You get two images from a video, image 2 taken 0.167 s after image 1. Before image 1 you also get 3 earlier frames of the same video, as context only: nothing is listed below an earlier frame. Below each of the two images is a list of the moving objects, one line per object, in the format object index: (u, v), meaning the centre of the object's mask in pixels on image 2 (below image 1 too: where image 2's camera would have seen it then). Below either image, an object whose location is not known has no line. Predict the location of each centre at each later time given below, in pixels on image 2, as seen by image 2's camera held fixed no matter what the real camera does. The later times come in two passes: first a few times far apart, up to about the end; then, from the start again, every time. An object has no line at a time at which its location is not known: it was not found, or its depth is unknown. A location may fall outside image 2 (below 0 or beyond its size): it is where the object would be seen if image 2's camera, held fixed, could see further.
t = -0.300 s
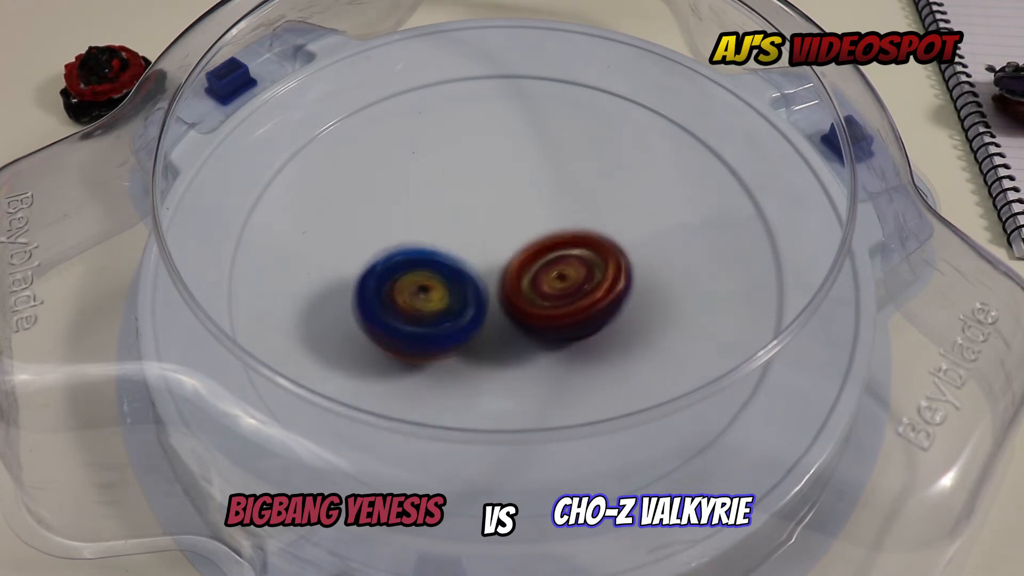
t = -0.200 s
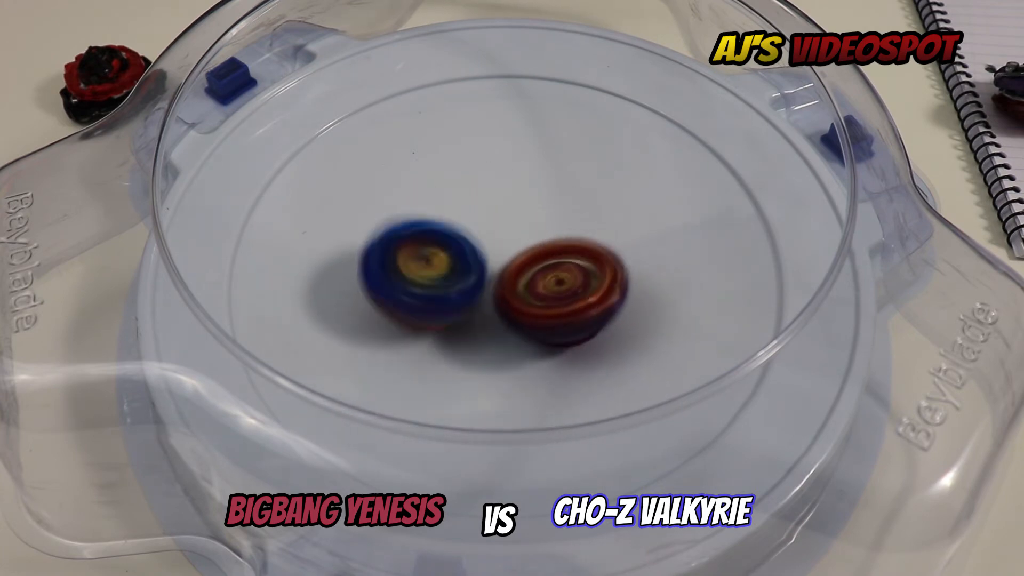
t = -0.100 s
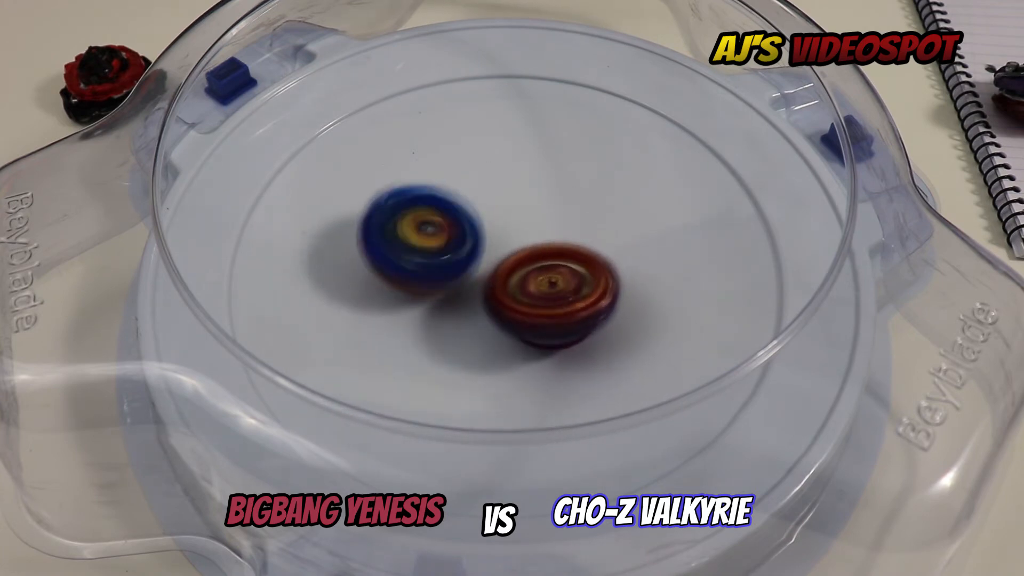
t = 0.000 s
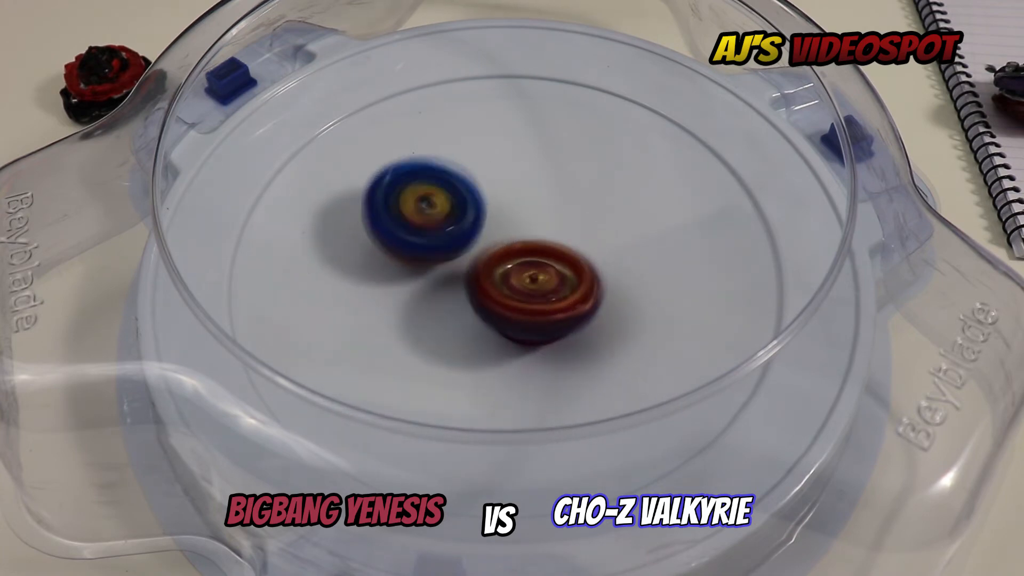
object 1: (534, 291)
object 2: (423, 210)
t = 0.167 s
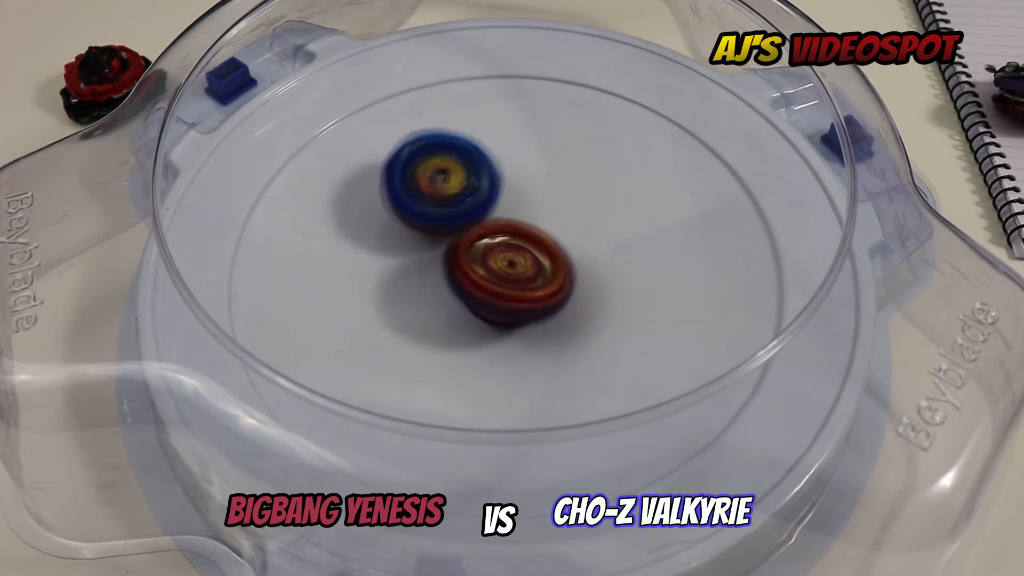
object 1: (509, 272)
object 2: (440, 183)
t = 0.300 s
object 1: (517, 310)
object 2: (453, 132)
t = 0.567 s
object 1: (529, 305)
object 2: (520, 160)
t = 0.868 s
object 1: (485, 329)
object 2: (574, 202)
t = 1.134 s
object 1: (447, 323)
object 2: (551, 201)
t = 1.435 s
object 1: (377, 308)
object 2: (674, 169)
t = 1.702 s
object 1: (478, 283)
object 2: (597, 252)
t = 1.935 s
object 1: (444, 260)
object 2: (568, 333)
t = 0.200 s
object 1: (506, 278)
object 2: (442, 170)
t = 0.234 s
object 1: (511, 292)
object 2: (443, 152)
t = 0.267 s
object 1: (515, 302)
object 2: (448, 140)
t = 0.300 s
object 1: (517, 310)
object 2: (453, 132)
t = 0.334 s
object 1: (520, 316)
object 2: (459, 128)
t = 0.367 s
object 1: (523, 318)
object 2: (466, 127)
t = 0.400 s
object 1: (525, 317)
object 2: (474, 128)
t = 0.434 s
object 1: (527, 316)
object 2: (480, 131)
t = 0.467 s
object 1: (527, 314)
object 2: (490, 136)
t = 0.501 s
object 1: (528, 311)
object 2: (501, 143)
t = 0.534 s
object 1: (528, 308)
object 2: (510, 151)
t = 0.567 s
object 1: (529, 305)
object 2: (520, 160)
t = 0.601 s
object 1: (528, 302)
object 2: (529, 171)
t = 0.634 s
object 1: (529, 299)
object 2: (535, 182)
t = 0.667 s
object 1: (526, 298)
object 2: (542, 191)
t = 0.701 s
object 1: (520, 304)
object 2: (548, 196)
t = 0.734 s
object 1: (515, 308)
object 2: (555, 196)
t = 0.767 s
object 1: (512, 310)
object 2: (560, 201)
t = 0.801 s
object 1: (509, 310)
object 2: (560, 208)
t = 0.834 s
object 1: (499, 314)
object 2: (562, 212)
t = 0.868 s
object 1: (485, 329)
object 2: (574, 202)
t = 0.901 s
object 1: (469, 339)
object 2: (581, 193)
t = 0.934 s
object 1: (460, 344)
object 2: (586, 188)
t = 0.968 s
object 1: (451, 345)
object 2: (587, 185)
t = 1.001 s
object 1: (447, 344)
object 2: (583, 185)
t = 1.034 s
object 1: (445, 340)
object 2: (577, 185)
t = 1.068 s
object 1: (444, 335)
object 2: (569, 189)
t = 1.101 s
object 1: (445, 329)
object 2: (560, 195)
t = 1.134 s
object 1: (447, 323)
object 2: (551, 201)
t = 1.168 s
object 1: (450, 316)
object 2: (543, 208)
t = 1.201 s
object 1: (454, 307)
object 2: (536, 218)
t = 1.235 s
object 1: (446, 306)
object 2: (548, 220)
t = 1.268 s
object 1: (416, 311)
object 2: (584, 209)
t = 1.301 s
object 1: (394, 314)
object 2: (606, 193)
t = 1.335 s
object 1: (377, 315)
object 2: (631, 176)
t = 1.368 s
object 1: (370, 312)
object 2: (655, 170)
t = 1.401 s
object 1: (371, 310)
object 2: (669, 170)
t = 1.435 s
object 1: (377, 308)
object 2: (674, 169)
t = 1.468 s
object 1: (385, 305)
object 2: (676, 171)
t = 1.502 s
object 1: (395, 303)
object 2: (673, 176)
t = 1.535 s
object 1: (409, 302)
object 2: (667, 183)
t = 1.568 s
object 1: (423, 298)
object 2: (658, 193)
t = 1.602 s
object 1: (438, 294)
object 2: (647, 206)
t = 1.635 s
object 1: (452, 292)
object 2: (632, 220)
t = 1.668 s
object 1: (466, 289)
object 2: (615, 237)
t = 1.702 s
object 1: (478, 283)
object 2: (597, 252)
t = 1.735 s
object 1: (477, 280)
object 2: (585, 274)
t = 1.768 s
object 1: (469, 274)
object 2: (586, 289)
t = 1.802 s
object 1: (460, 271)
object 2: (591, 305)
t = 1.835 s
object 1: (453, 267)
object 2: (592, 319)
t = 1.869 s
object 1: (448, 264)
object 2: (587, 328)
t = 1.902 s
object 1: (445, 262)
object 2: (578, 332)
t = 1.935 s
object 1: (444, 260)
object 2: (568, 333)
